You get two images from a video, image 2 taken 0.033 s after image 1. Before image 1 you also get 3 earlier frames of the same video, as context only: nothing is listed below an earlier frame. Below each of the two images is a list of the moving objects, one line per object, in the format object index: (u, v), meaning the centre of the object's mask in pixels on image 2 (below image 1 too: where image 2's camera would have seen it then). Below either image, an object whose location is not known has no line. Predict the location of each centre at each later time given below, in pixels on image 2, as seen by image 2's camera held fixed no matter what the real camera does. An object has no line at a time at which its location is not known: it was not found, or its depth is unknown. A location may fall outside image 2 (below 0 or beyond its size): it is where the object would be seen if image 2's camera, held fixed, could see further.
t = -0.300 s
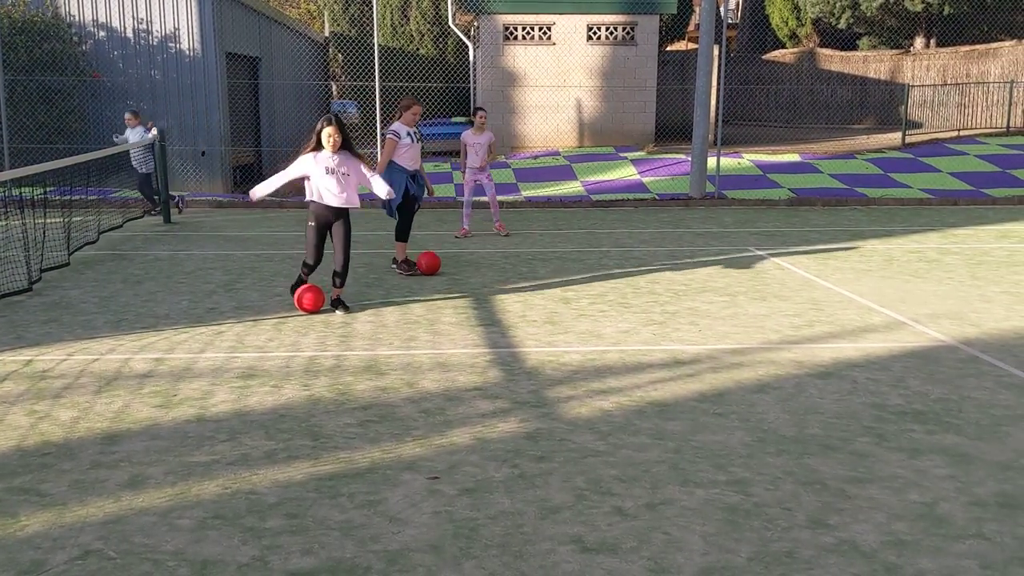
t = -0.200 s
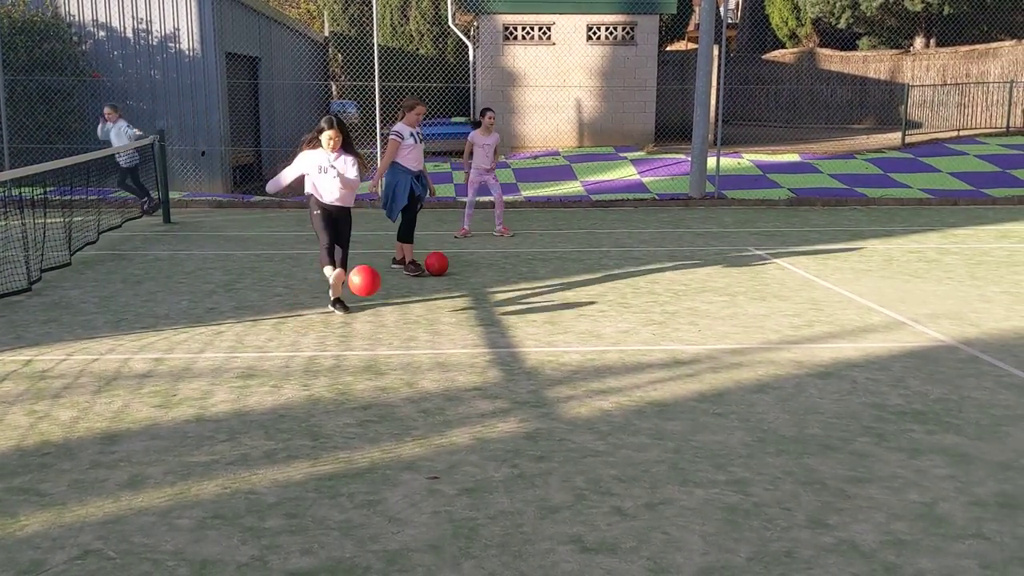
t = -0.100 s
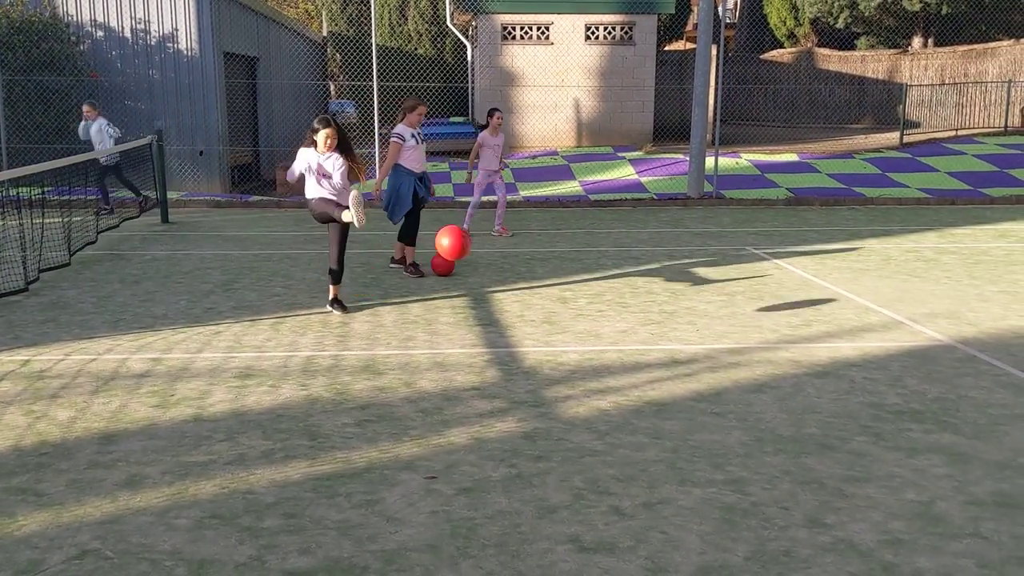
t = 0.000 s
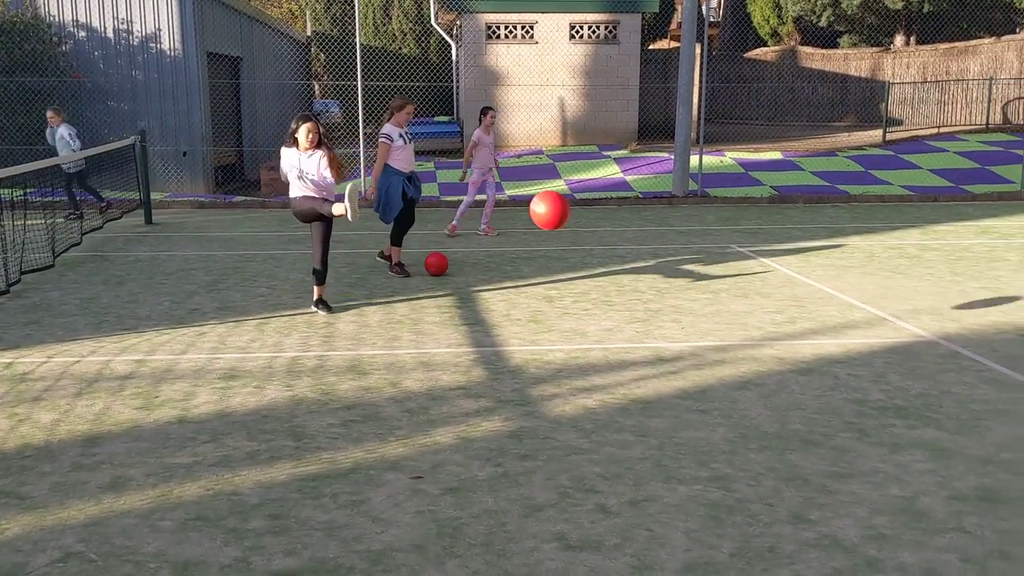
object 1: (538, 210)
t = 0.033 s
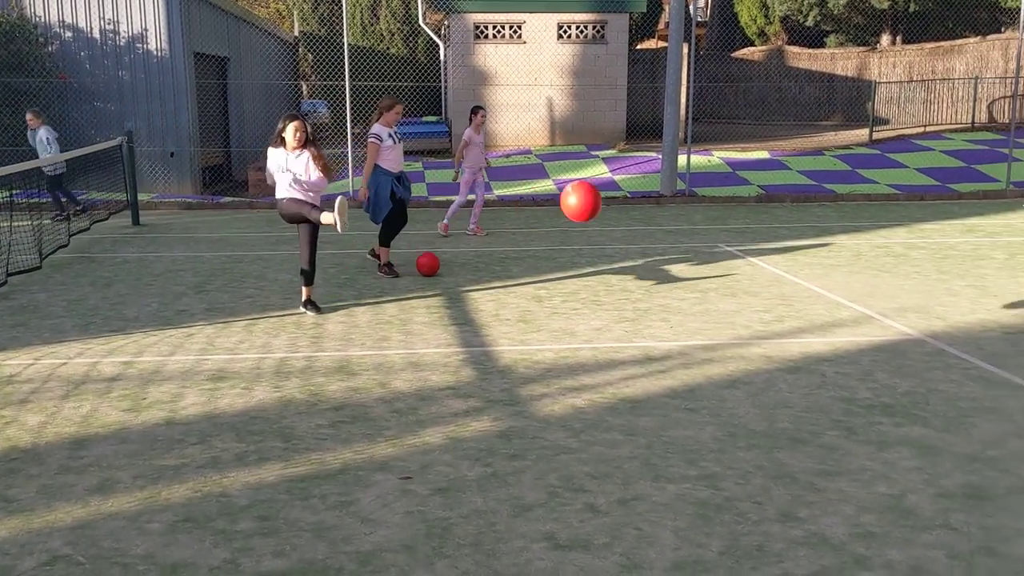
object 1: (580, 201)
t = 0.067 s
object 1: (627, 194)
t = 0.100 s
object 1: (676, 189)
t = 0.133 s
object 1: (730, 186)
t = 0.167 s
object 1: (787, 185)
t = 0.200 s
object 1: (848, 187)
